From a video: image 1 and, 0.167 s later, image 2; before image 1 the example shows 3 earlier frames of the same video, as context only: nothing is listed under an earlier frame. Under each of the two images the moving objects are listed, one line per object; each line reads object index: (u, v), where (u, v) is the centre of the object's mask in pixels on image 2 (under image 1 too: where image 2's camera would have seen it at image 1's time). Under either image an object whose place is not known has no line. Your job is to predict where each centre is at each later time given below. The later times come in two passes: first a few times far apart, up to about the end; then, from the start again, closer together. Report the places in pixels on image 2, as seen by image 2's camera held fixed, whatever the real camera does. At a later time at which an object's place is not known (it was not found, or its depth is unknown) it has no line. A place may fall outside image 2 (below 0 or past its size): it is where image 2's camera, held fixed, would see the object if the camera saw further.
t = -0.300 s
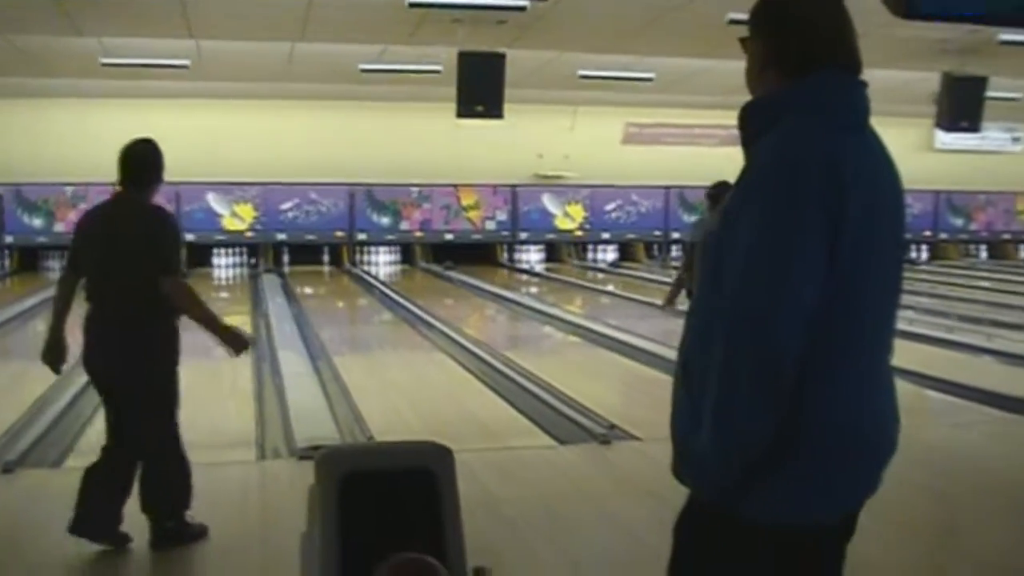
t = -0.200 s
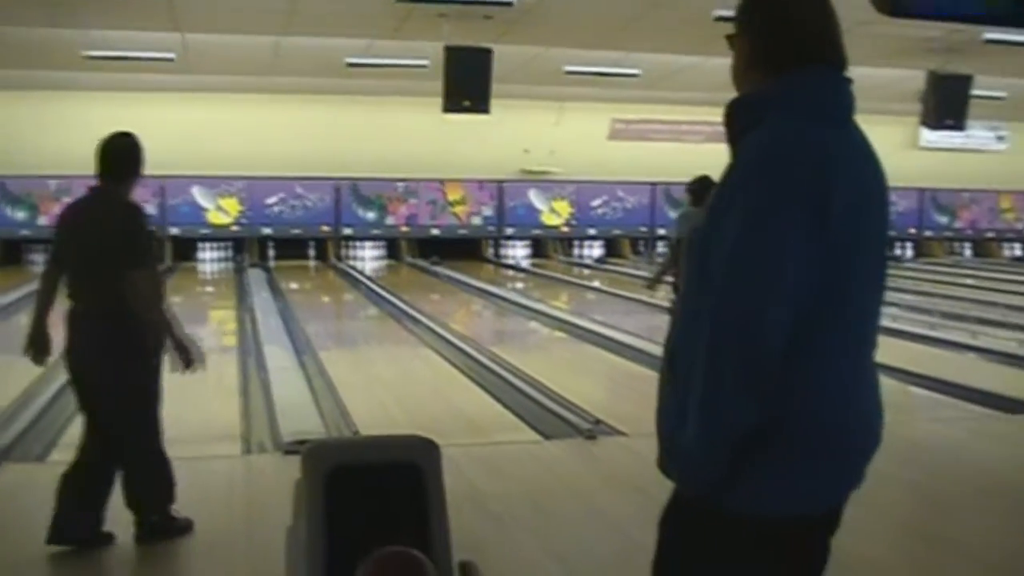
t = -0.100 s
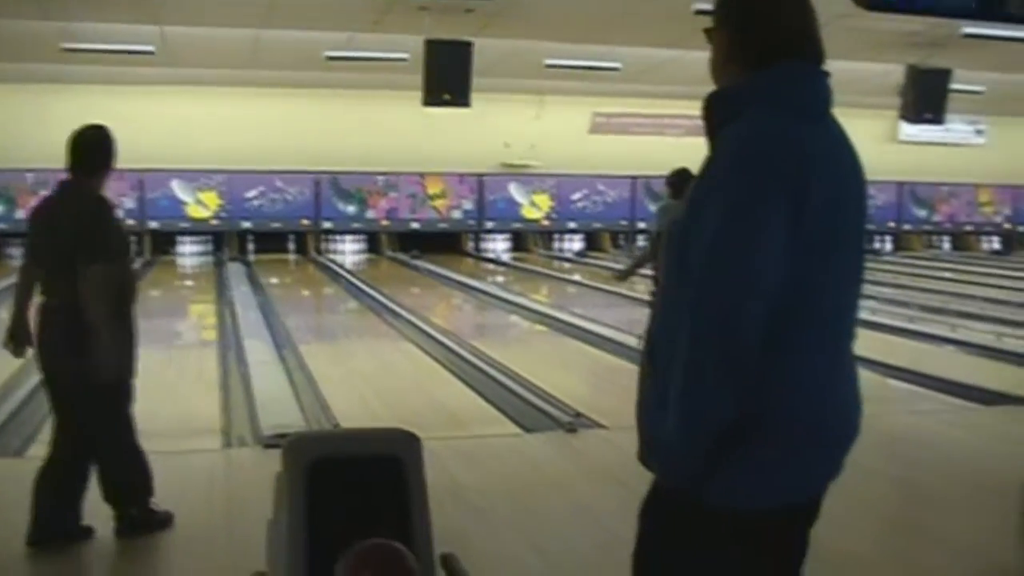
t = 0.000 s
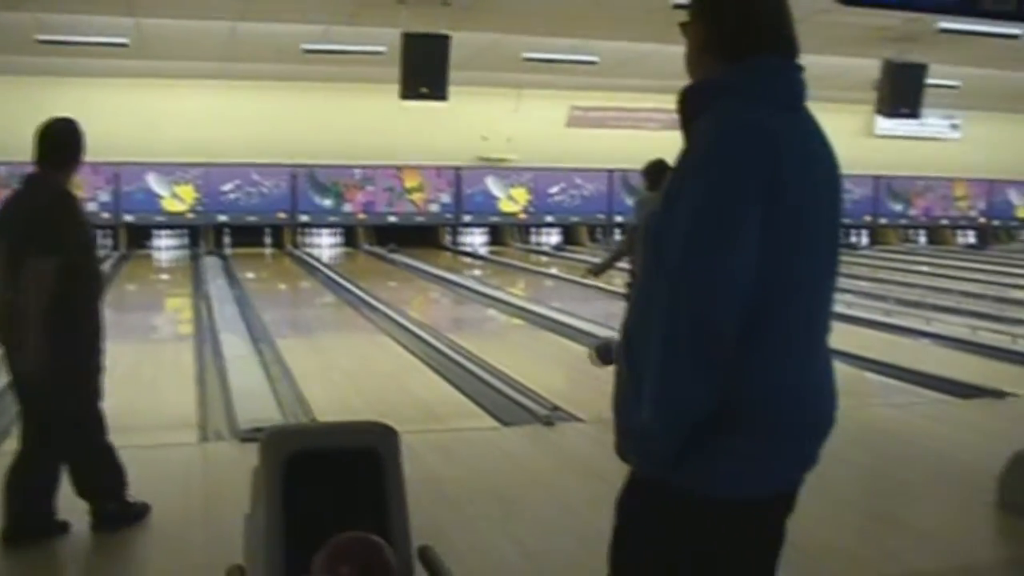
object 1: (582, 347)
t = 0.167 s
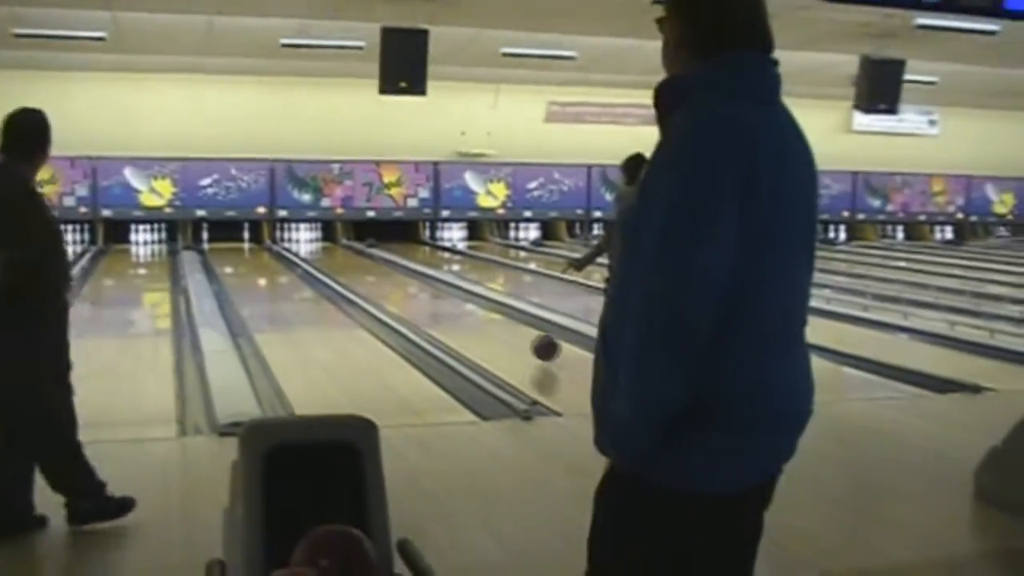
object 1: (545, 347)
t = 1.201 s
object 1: (414, 287)
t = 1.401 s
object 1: (398, 281)
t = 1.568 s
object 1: (386, 274)
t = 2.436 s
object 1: (343, 257)
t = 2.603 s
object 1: (337, 253)
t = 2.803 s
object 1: (332, 251)
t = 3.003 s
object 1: (326, 249)
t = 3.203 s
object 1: (323, 248)
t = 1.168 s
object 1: (417, 288)
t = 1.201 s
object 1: (414, 287)
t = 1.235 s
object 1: (411, 287)
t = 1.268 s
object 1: (409, 285)
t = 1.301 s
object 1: (405, 284)
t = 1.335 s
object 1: (402, 284)
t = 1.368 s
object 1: (400, 282)
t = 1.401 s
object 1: (398, 281)
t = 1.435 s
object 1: (395, 279)
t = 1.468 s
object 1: (393, 277)
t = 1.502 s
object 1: (392, 276)
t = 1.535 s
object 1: (388, 275)
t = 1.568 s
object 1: (386, 274)
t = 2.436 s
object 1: (343, 257)
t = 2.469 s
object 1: (342, 255)
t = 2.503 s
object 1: (341, 255)
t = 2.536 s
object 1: (339, 254)
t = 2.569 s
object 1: (338, 254)
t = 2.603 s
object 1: (337, 253)
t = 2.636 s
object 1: (336, 252)
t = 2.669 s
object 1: (335, 253)
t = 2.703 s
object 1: (334, 254)
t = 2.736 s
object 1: (333, 253)
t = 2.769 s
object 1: (333, 253)
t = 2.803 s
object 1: (332, 251)
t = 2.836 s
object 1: (331, 252)
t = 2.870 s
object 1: (330, 251)
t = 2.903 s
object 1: (329, 251)
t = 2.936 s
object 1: (328, 250)
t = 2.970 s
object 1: (327, 250)
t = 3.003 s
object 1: (326, 249)
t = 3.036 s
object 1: (325, 249)
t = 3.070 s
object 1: (325, 248)
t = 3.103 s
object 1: (324, 248)
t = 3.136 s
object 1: (323, 248)
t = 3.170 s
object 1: (323, 248)
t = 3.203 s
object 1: (323, 248)
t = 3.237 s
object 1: (323, 248)
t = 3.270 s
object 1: (323, 248)
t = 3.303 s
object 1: (322, 247)
